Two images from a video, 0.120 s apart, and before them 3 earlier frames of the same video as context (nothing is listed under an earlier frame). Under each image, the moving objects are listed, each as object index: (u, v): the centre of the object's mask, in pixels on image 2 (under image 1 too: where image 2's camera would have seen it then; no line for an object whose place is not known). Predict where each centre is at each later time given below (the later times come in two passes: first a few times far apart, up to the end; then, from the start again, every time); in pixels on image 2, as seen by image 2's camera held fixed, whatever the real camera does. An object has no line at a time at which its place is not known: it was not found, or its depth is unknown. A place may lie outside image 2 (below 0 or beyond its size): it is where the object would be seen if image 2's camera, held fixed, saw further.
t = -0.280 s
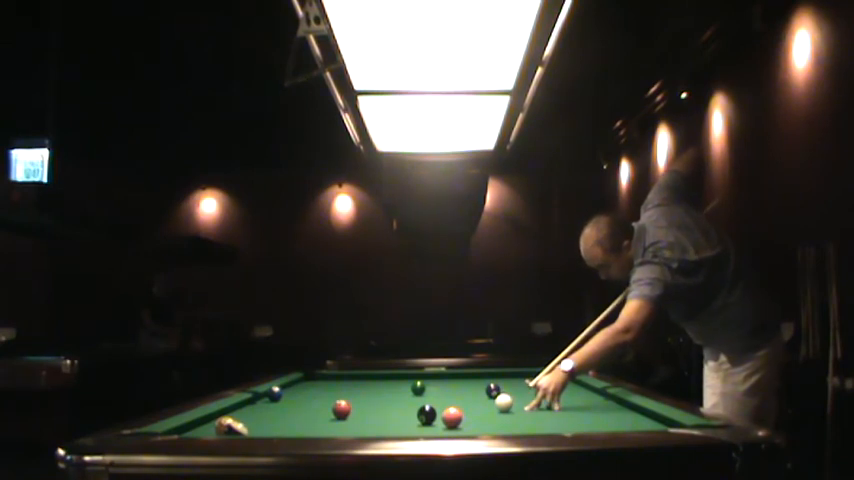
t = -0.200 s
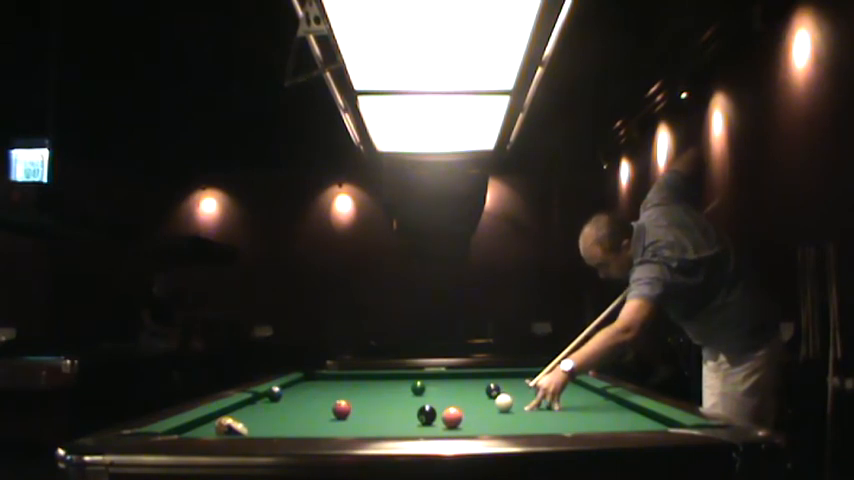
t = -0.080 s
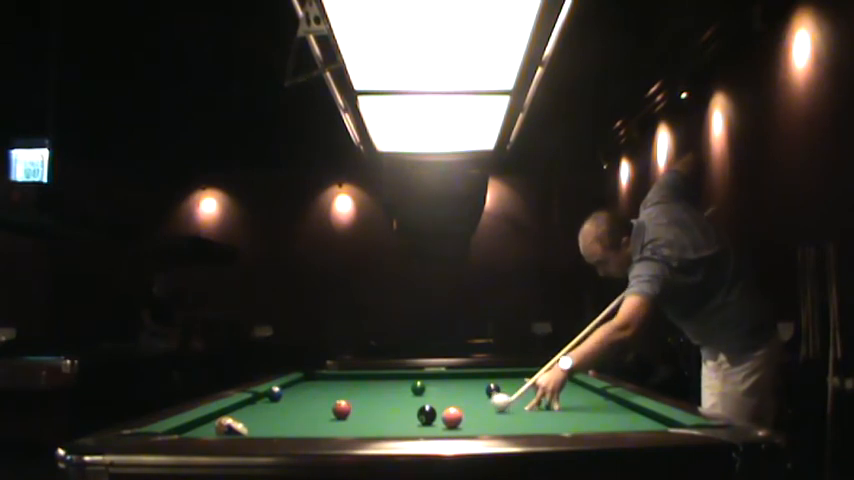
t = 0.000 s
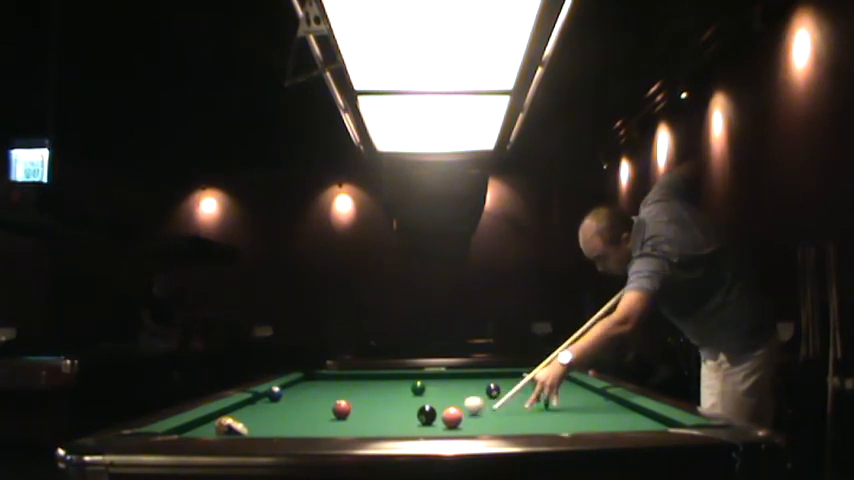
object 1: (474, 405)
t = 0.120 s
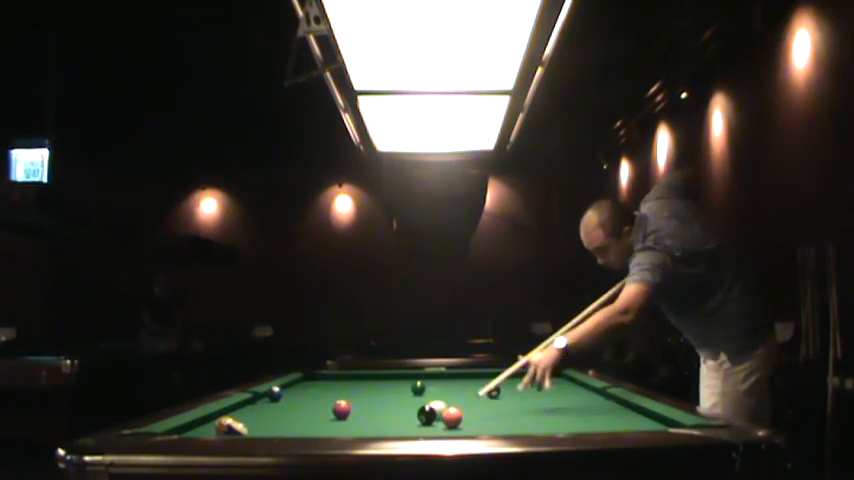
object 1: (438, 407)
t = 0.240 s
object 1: (407, 413)
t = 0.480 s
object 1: (348, 420)
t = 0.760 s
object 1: (271, 427)
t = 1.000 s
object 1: (241, 429)
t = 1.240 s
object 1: (221, 429)
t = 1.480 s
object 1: (203, 430)
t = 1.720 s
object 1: (185, 430)
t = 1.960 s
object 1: (170, 431)
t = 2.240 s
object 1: (158, 431)
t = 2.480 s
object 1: (145, 434)
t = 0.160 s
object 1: (425, 404)
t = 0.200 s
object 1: (414, 410)
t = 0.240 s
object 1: (407, 413)
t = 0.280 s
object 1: (398, 414)
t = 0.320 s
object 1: (389, 415)
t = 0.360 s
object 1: (379, 417)
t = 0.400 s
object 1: (369, 417)
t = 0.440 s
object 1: (359, 419)
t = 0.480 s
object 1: (348, 420)
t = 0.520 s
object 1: (338, 421)
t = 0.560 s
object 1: (327, 422)
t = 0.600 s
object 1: (317, 423)
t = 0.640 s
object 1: (306, 424)
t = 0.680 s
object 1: (294, 425)
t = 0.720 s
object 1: (282, 426)
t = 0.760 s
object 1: (271, 427)
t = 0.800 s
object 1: (259, 428)
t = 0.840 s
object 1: (253, 428)
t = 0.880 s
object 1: (250, 428)
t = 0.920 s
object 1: (248, 428)
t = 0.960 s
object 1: (245, 428)
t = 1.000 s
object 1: (241, 429)
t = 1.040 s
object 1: (238, 429)
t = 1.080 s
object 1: (234, 428)
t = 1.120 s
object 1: (230, 428)
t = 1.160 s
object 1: (227, 428)
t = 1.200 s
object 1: (225, 427)
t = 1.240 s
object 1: (221, 429)
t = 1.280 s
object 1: (218, 429)
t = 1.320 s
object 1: (215, 429)
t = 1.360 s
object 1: (212, 429)
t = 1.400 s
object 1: (209, 429)
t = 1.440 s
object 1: (205, 430)
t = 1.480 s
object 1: (203, 430)
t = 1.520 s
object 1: (199, 430)
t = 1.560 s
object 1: (196, 430)
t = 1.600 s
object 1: (193, 430)
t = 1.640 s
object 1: (191, 430)
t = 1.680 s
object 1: (188, 430)
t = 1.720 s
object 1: (185, 430)
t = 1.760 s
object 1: (183, 430)
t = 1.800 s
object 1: (180, 431)
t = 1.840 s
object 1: (178, 430)
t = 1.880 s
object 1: (175, 431)
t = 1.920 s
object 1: (173, 431)
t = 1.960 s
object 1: (170, 431)
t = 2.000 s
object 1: (168, 431)
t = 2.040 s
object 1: (166, 431)
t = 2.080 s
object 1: (164, 431)
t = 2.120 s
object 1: (162, 431)
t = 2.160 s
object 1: (160, 431)
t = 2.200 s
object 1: (159, 431)
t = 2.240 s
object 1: (158, 431)
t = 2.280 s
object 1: (156, 431)
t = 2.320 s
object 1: (154, 431)
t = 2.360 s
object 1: (153, 431)
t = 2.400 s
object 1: (151, 431)
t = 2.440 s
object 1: (148, 432)
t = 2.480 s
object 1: (145, 434)
